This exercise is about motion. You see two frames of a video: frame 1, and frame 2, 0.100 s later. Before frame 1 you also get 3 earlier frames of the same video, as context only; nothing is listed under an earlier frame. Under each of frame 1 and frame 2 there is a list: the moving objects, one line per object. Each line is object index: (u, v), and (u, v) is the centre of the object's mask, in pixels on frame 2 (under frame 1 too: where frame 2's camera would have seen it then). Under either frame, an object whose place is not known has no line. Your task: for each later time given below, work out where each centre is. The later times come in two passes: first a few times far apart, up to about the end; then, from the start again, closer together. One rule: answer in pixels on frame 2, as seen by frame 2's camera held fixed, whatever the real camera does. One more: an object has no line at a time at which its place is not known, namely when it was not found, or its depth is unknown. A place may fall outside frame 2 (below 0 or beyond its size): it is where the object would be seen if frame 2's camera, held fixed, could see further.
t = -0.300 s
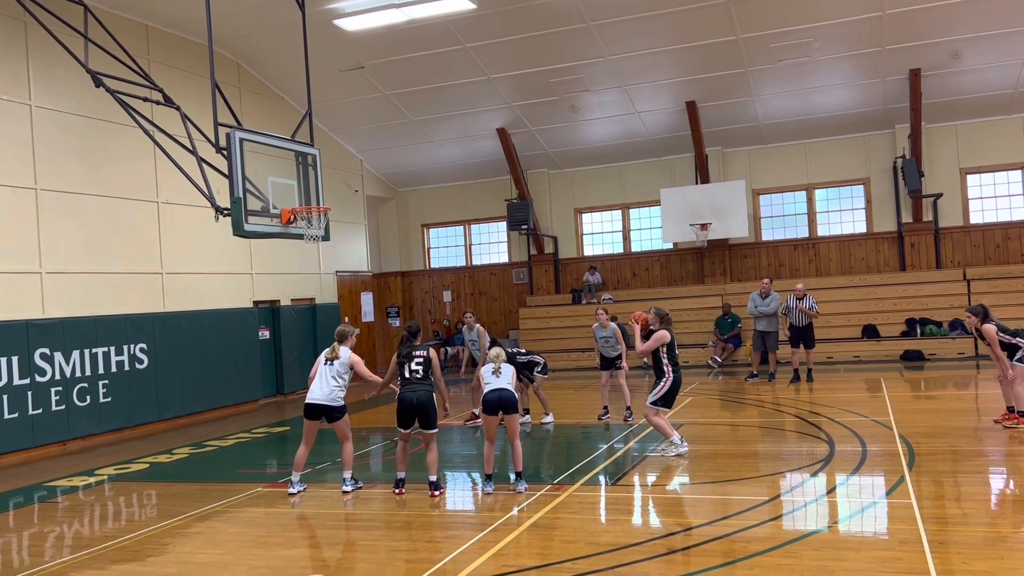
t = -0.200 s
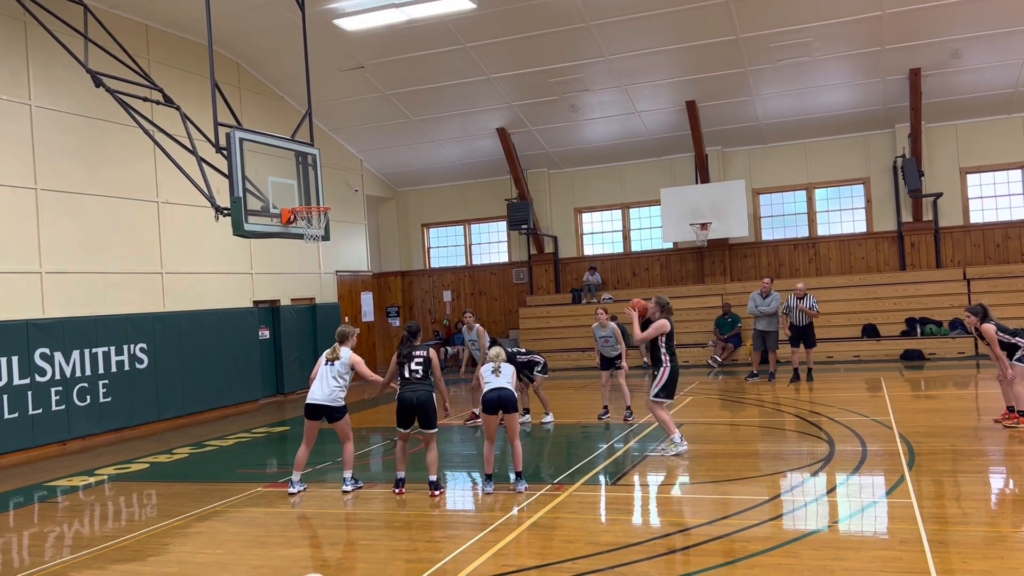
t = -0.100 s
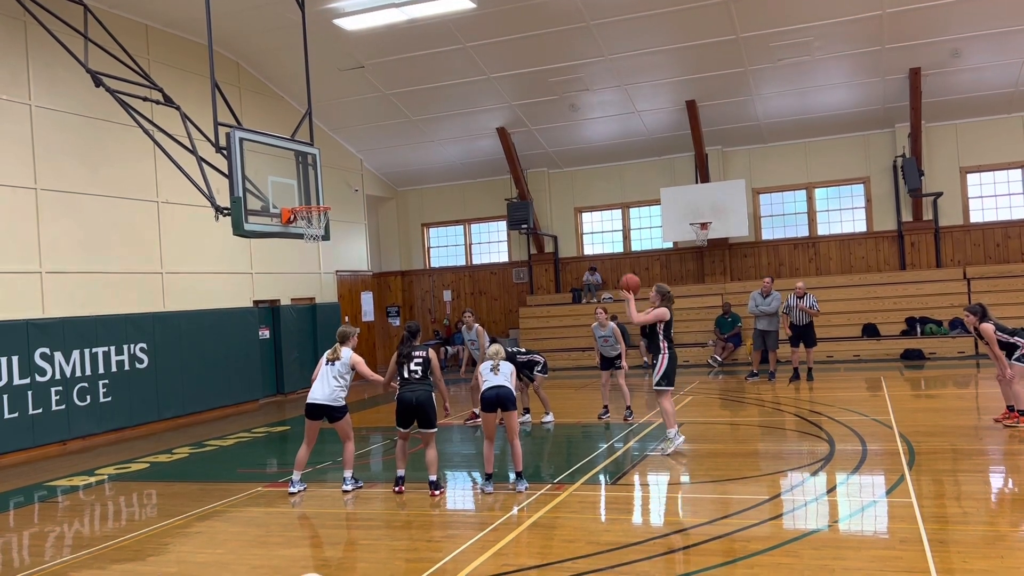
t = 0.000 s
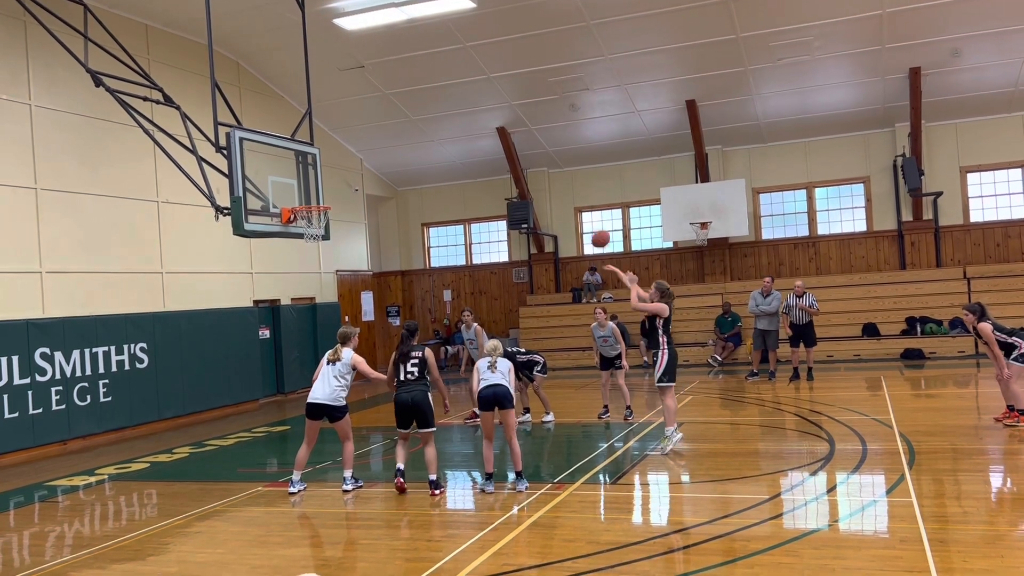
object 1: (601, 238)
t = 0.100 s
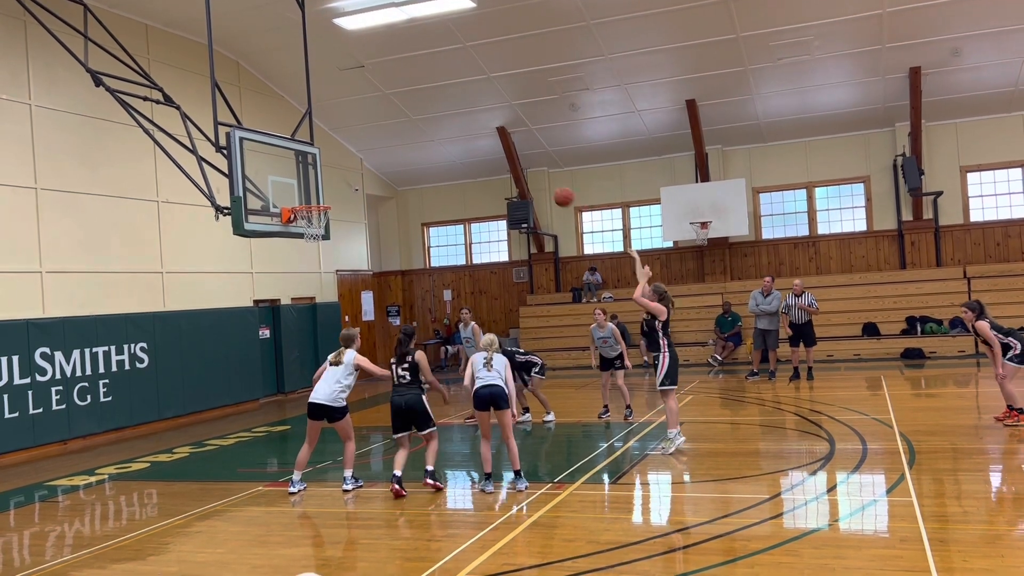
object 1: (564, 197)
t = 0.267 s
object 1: (506, 148)
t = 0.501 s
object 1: (433, 121)
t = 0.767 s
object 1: (359, 144)
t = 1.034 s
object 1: (307, 215)
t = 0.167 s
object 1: (540, 174)
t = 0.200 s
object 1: (529, 164)
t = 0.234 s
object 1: (517, 155)
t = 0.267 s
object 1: (506, 148)
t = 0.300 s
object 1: (496, 141)
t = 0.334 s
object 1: (485, 136)
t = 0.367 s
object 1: (474, 131)
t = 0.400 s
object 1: (464, 127)
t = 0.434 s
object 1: (453, 124)
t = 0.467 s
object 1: (443, 122)
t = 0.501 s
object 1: (433, 121)
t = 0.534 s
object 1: (423, 121)
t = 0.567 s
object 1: (414, 122)
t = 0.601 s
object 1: (404, 123)
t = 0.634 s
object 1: (395, 126)
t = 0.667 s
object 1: (386, 129)
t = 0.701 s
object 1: (377, 133)
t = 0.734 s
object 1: (368, 139)
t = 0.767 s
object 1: (359, 144)
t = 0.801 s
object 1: (351, 150)
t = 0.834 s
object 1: (342, 158)
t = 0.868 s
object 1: (334, 166)
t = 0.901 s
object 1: (326, 175)
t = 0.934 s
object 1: (318, 185)
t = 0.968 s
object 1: (310, 196)
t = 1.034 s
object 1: (307, 215)
